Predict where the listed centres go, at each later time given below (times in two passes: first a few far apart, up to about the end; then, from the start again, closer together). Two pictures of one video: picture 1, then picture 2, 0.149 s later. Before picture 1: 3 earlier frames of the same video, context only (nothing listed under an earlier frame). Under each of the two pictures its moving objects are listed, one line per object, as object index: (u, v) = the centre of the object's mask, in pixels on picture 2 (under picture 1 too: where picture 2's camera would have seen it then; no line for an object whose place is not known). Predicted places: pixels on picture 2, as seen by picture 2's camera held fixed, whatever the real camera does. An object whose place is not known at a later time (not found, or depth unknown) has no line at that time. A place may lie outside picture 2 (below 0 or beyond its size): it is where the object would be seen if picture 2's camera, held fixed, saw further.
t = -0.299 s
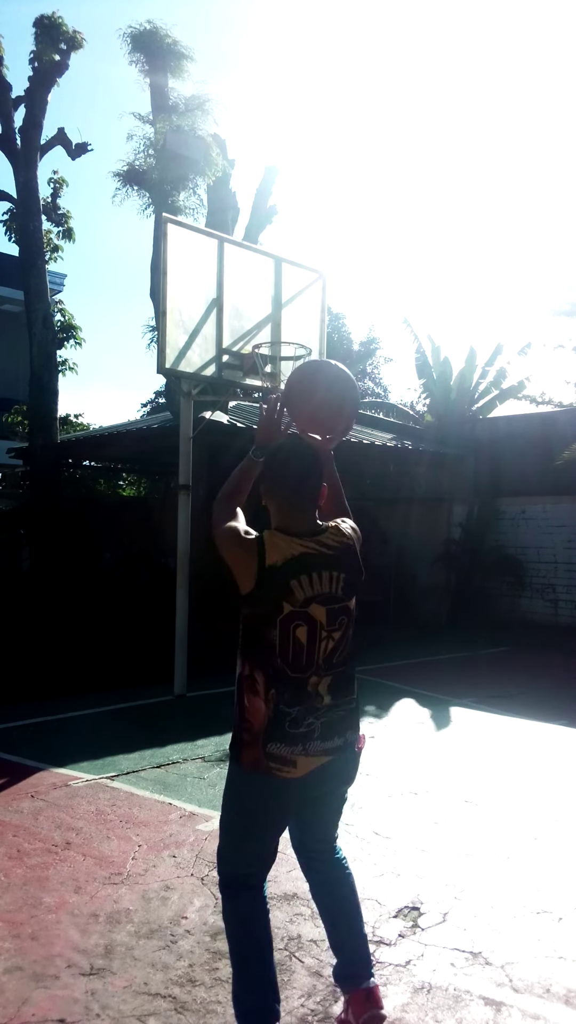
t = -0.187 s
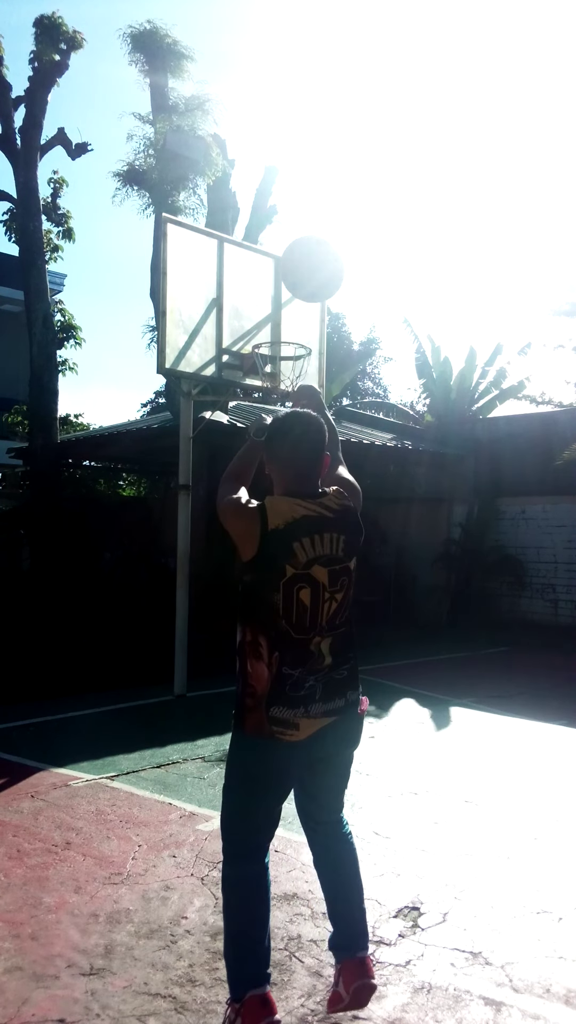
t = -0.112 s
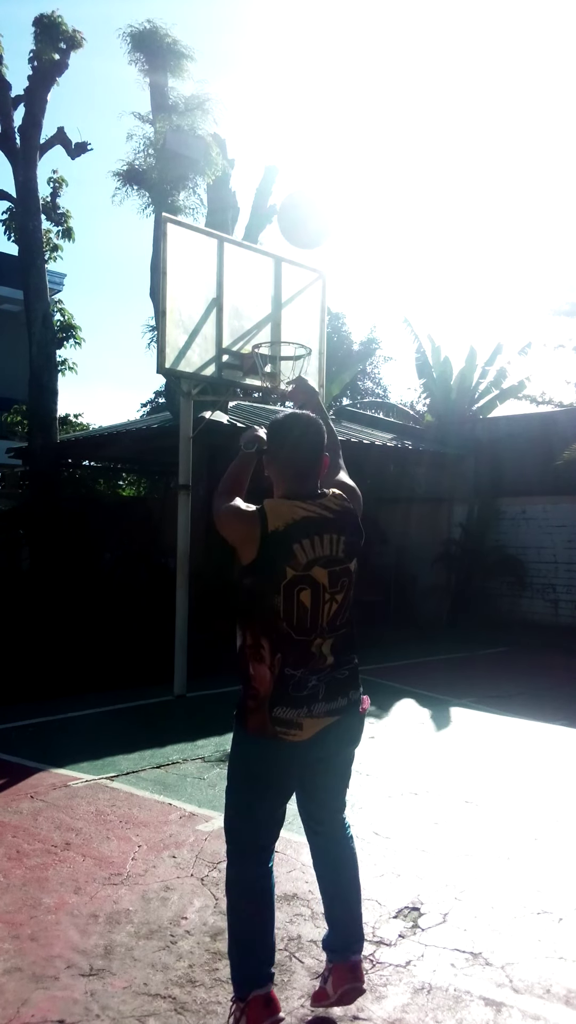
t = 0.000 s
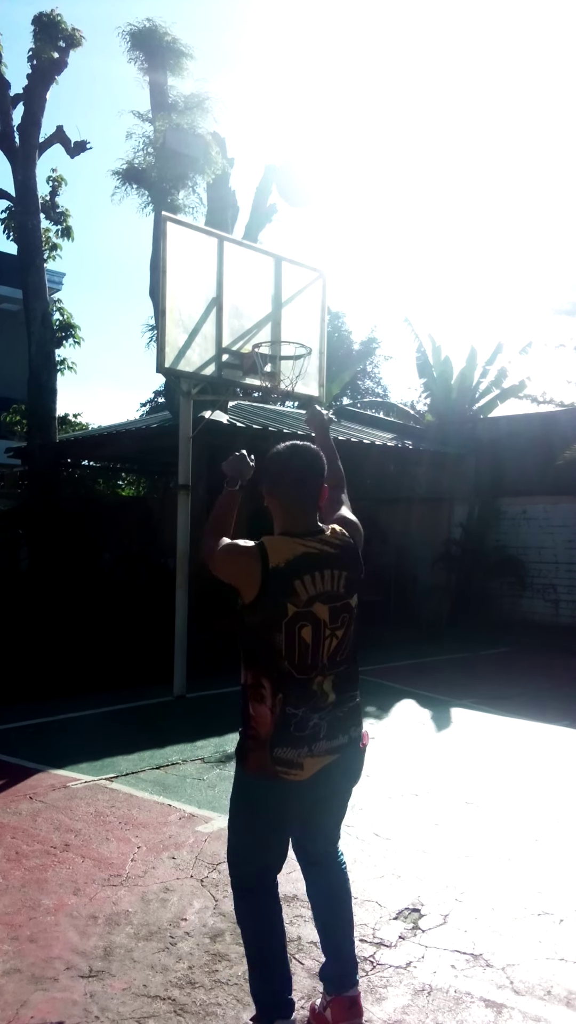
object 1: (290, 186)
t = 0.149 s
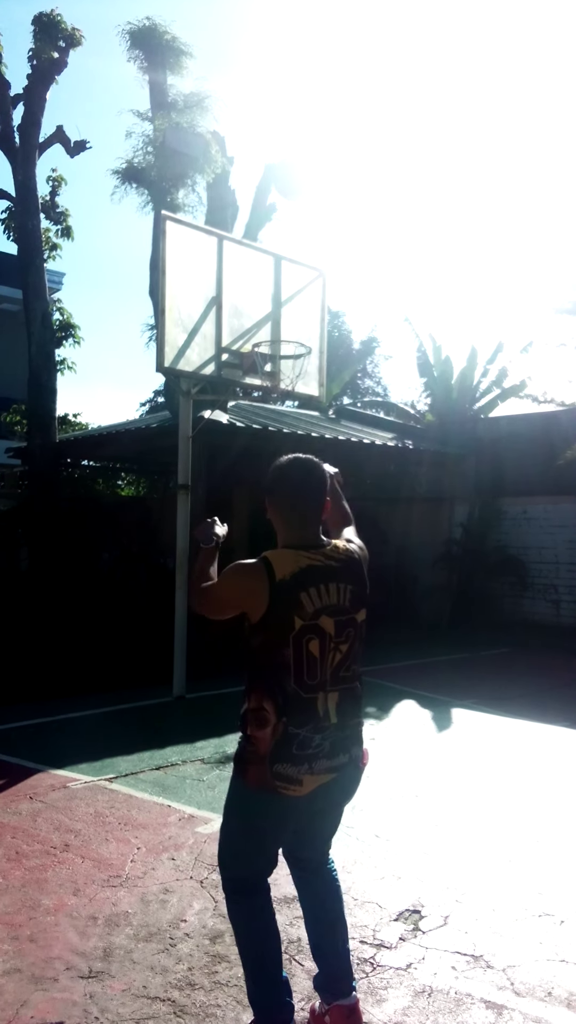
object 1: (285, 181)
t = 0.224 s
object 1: (287, 194)
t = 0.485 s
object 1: (282, 283)
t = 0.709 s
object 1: (284, 302)
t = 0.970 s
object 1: (292, 306)
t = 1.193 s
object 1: (303, 324)
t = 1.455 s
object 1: (321, 379)
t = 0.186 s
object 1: (286, 186)
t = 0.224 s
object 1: (287, 194)
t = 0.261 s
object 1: (286, 202)
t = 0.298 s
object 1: (286, 212)
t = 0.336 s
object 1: (286, 223)
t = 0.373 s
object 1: (285, 236)
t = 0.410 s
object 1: (284, 250)
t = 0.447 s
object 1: (284, 266)
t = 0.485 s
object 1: (282, 283)
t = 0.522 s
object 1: (281, 300)
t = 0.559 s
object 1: (280, 318)
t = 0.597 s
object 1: (280, 325)
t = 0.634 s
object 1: (281, 316)
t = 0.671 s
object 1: (283, 308)
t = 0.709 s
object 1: (284, 302)
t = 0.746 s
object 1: (285, 298)
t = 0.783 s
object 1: (286, 295)
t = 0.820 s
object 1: (286, 294)
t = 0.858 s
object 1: (288, 295)
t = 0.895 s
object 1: (288, 297)
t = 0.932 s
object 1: (289, 301)
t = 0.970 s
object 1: (292, 306)
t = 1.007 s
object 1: (293, 313)
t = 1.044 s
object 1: (294, 323)
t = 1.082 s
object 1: (295, 326)
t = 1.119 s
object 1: (297, 323)
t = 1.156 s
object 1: (300, 323)
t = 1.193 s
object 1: (303, 324)
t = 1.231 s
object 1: (305, 326)
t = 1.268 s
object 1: (308, 331)
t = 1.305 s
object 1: (311, 337)
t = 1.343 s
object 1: (313, 345)
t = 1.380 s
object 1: (316, 354)
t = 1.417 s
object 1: (318, 366)
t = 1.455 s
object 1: (321, 379)
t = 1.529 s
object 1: (326, 411)
